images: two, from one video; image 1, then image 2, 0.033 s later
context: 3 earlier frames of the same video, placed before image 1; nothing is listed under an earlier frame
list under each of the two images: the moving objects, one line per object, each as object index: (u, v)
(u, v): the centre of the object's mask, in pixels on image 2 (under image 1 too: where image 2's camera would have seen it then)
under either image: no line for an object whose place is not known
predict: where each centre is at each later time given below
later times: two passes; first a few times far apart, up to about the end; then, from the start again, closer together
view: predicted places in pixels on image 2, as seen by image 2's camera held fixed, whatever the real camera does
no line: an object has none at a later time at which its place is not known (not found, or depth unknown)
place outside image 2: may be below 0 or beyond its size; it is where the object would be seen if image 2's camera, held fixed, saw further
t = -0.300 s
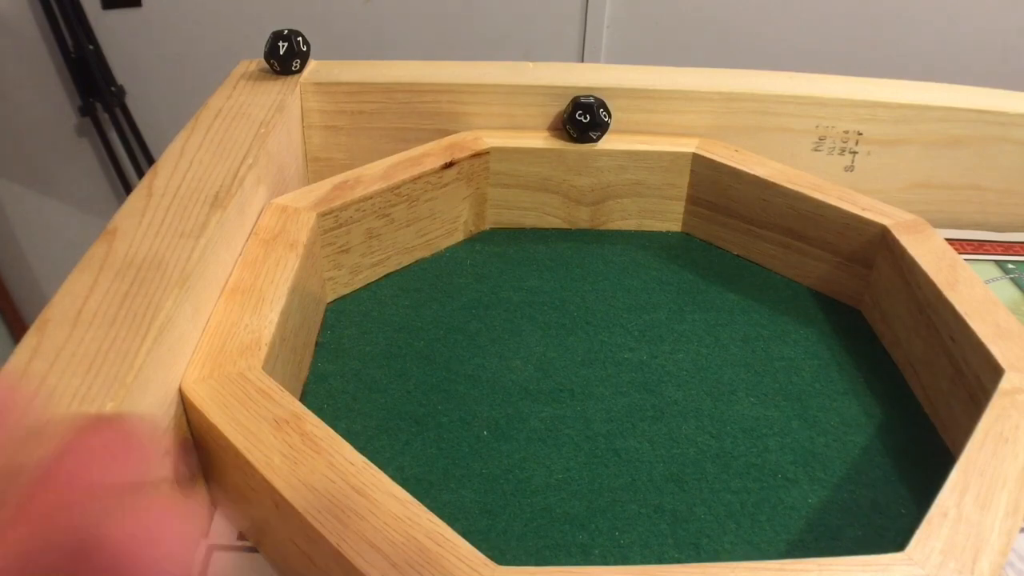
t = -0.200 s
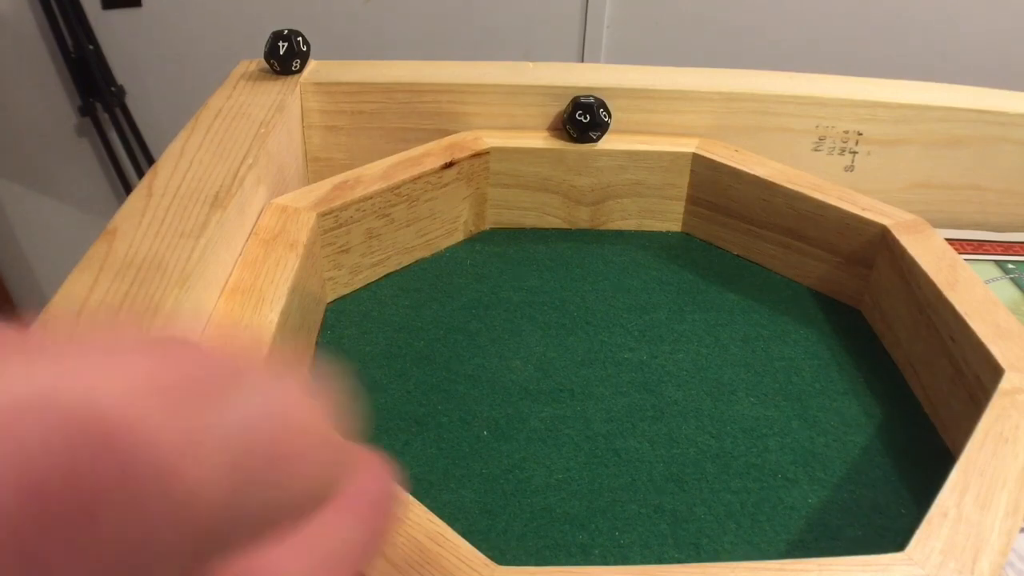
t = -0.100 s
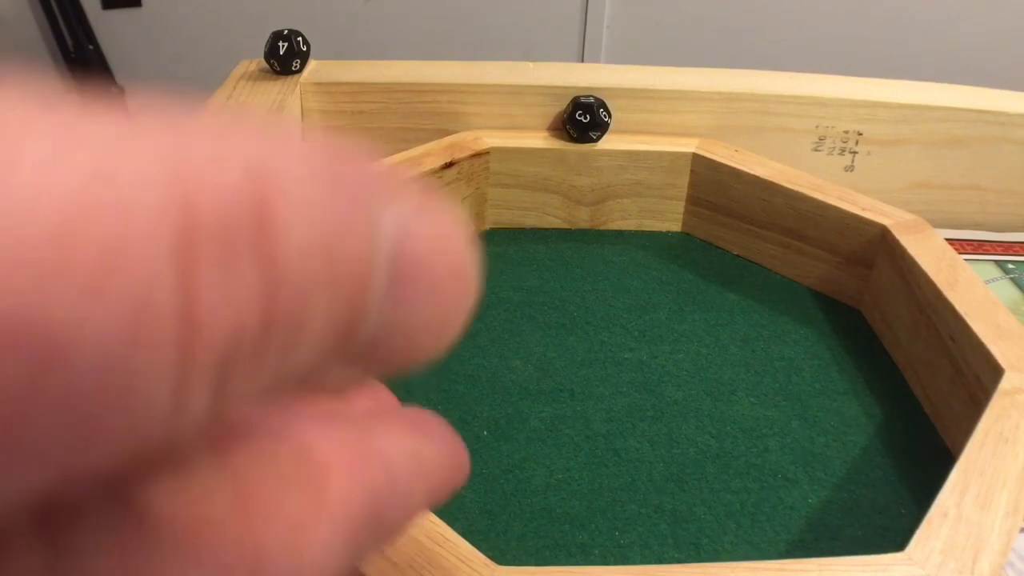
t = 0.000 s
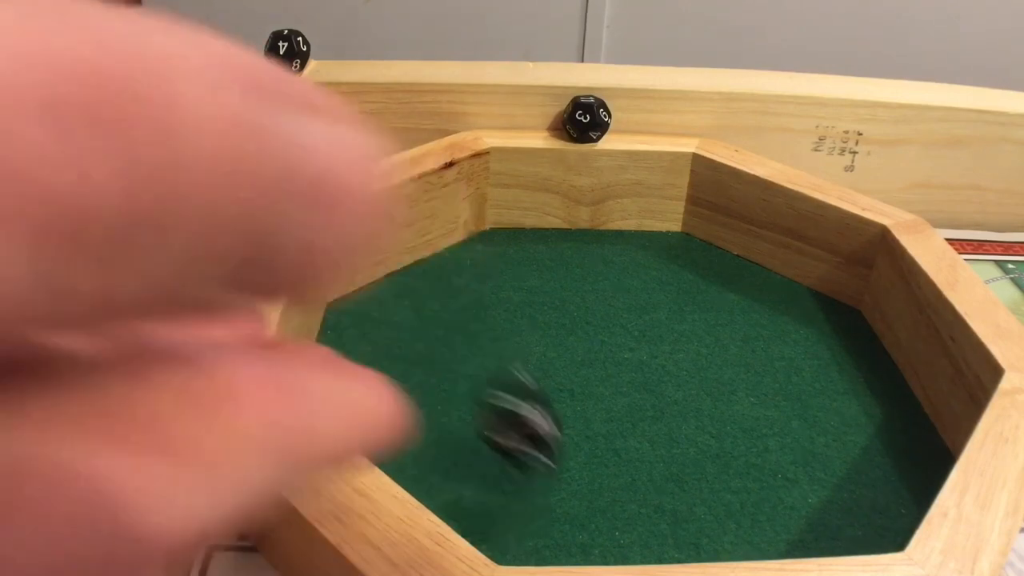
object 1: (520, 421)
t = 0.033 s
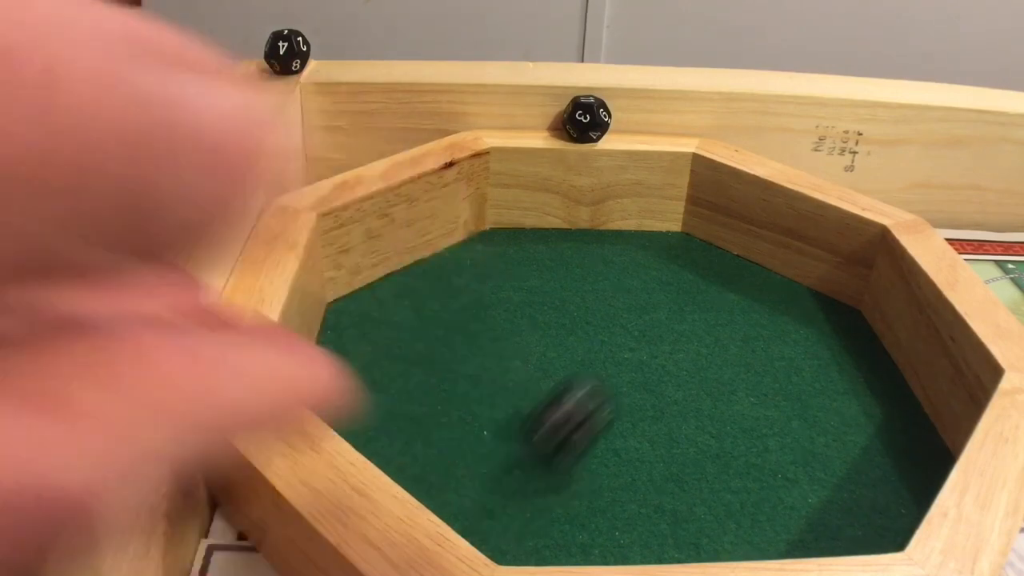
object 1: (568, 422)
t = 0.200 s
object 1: (752, 277)
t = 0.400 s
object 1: (642, 313)
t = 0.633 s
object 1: (487, 372)
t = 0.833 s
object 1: (393, 398)
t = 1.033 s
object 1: (334, 403)
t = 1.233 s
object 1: (334, 402)
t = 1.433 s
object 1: (335, 401)
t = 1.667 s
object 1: (335, 401)
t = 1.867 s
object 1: (335, 401)
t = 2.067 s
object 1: (335, 401)
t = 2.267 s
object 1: (335, 401)
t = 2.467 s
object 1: (335, 401)
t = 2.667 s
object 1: (335, 401)
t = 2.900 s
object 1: (335, 400)
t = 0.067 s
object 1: (620, 374)
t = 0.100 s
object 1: (662, 357)
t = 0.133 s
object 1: (697, 328)
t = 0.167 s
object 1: (728, 302)
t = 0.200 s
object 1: (752, 277)
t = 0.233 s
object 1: (762, 264)
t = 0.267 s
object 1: (740, 273)
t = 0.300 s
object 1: (715, 287)
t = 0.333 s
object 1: (694, 295)
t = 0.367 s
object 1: (665, 307)
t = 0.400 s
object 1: (642, 313)
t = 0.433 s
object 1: (617, 325)
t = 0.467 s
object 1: (593, 333)
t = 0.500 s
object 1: (572, 344)
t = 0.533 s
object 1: (554, 352)
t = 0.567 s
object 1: (534, 358)
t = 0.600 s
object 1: (512, 365)
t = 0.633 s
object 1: (487, 372)
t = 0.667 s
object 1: (473, 376)
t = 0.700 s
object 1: (454, 382)
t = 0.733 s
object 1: (434, 386)
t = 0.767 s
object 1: (420, 390)
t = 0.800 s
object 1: (406, 396)
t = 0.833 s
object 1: (393, 398)
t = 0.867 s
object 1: (380, 396)
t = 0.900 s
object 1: (367, 398)
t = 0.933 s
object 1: (357, 399)
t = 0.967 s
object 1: (351, 401)
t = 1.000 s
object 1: (342, 404)
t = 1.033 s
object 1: (334, 403)
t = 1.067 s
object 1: (326, 399)
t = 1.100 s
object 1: (325, 396)
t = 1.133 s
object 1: (331, 395)
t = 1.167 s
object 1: (336, 398)
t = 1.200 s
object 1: (337, 401)
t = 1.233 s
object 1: (334, 402)
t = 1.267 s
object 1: (332, 400)
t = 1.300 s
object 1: (335, 399)
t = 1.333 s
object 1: (335, 401)
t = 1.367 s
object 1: (334, 401)
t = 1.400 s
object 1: (335, 400)
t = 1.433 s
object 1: (335, 401)
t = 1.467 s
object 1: (335, 401)
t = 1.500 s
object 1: (335, 401)
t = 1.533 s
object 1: (335, 401)
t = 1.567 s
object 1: (335, 401)
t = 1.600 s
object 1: (335, 401)
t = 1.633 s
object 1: (335, 401)
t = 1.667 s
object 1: (335, 401)
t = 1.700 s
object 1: (335, 401)
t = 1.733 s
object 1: (335, 401)
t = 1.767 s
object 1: (335, 401)
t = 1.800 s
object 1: (335, 401)
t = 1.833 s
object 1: (335, 401)
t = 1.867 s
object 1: (335, 401)
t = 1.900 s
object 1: (335, 401)
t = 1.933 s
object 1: (335, 401)
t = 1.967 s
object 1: (335, 401)
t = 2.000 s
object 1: (335, 401)
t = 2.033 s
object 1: (335, 401)
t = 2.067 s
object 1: (335, 401)
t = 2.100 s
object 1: (335, 401)
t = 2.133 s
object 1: (335, 401)
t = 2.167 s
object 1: (335, 401)
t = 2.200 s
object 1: (335, 401)
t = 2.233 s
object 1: (335, 401)
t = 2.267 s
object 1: (335, 401)
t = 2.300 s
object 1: (335, 401)
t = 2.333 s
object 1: (335, 401)
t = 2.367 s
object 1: (335, 401)
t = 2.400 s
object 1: (335, 401)
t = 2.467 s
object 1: (335, 401)
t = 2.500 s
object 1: (335, 400)
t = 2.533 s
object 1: (335, 401)
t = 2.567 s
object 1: (335, 400)
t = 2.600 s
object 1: (335, 401)
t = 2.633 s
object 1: (335, 401)
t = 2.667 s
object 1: (335, 401)
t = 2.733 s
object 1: (335, 401)
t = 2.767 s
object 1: (335, 401)
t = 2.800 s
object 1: (335, 401)
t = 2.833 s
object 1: (335, 400)
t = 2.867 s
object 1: (335, 400)
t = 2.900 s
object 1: (335, 400)
